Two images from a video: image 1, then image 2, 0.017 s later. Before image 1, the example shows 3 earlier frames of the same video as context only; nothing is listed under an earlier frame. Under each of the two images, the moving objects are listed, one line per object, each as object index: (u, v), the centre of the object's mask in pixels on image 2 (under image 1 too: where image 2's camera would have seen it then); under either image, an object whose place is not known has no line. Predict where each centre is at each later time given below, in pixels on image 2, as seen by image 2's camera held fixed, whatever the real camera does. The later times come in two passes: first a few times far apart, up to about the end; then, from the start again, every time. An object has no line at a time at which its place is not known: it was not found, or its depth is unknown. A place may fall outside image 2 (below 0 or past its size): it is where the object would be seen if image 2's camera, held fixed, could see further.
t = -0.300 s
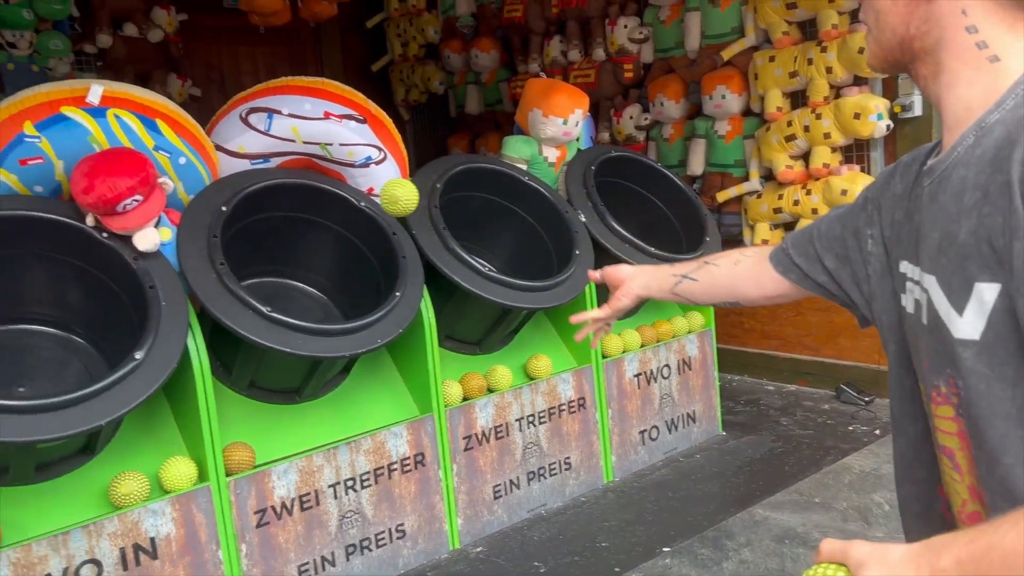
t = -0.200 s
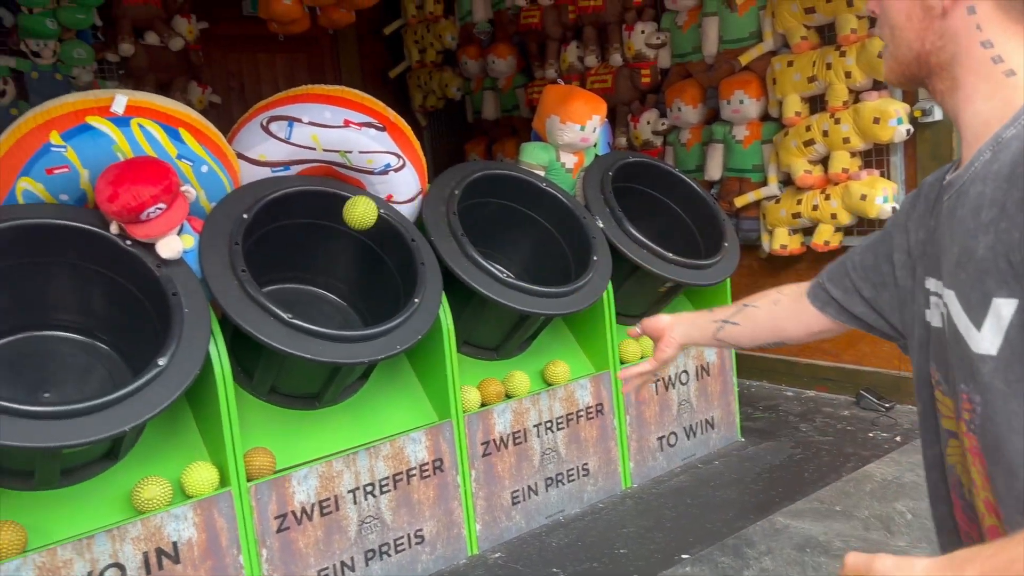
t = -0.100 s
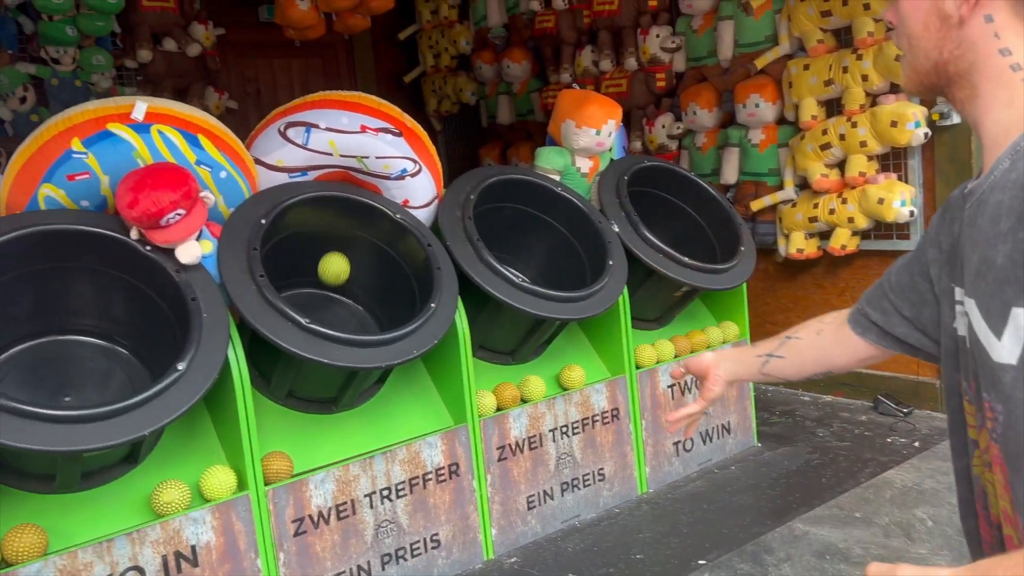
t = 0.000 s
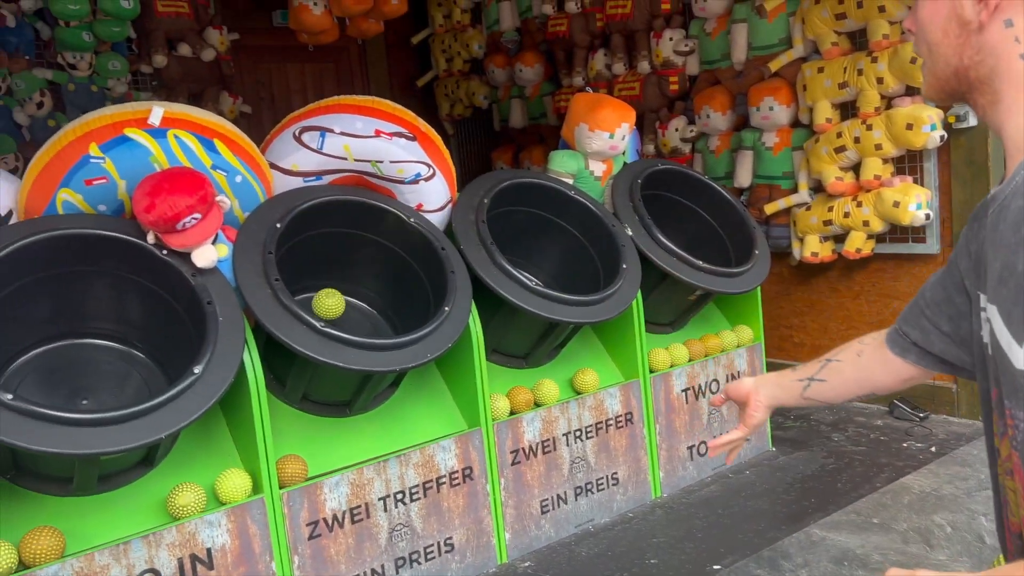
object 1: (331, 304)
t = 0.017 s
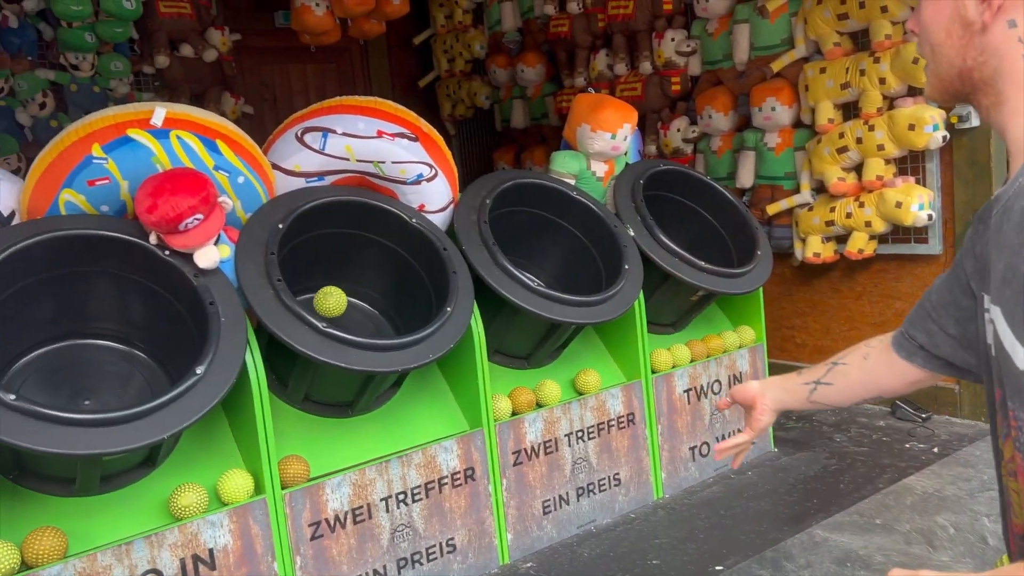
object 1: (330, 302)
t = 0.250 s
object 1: (379, 297)
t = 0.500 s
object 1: (520, 476)
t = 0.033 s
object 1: (330, 300)
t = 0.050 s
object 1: (330, 299)
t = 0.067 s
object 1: (331, 298)
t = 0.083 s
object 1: (331, 299)
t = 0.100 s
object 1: (331, 301)
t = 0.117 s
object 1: (332, 304)
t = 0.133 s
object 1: (334, 305)
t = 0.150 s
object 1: (340, 301)
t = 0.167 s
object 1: (345, 298)
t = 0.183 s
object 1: (352, 296)
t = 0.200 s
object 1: (358, 295)
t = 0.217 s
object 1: (365, 294)
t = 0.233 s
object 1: (372, 295)
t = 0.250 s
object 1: (379, 297)
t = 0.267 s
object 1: (387, 300)
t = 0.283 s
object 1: (394, 305)
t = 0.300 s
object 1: (403, 310)
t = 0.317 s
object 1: (410, 316)
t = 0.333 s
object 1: (419, 324)
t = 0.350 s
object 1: (427, 333)
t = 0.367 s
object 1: (436, 343)
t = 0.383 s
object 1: (446, 355)
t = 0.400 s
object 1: (455, 368)
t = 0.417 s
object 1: (465, 381)
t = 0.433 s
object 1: (475, 397)
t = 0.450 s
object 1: (486, 415)
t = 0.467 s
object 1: (497, 434)
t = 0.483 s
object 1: (509, 454)
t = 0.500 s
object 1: (520, 476)
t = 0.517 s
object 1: (532, 499)
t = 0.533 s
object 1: (544, 525)
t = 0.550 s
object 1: (555, 544)
